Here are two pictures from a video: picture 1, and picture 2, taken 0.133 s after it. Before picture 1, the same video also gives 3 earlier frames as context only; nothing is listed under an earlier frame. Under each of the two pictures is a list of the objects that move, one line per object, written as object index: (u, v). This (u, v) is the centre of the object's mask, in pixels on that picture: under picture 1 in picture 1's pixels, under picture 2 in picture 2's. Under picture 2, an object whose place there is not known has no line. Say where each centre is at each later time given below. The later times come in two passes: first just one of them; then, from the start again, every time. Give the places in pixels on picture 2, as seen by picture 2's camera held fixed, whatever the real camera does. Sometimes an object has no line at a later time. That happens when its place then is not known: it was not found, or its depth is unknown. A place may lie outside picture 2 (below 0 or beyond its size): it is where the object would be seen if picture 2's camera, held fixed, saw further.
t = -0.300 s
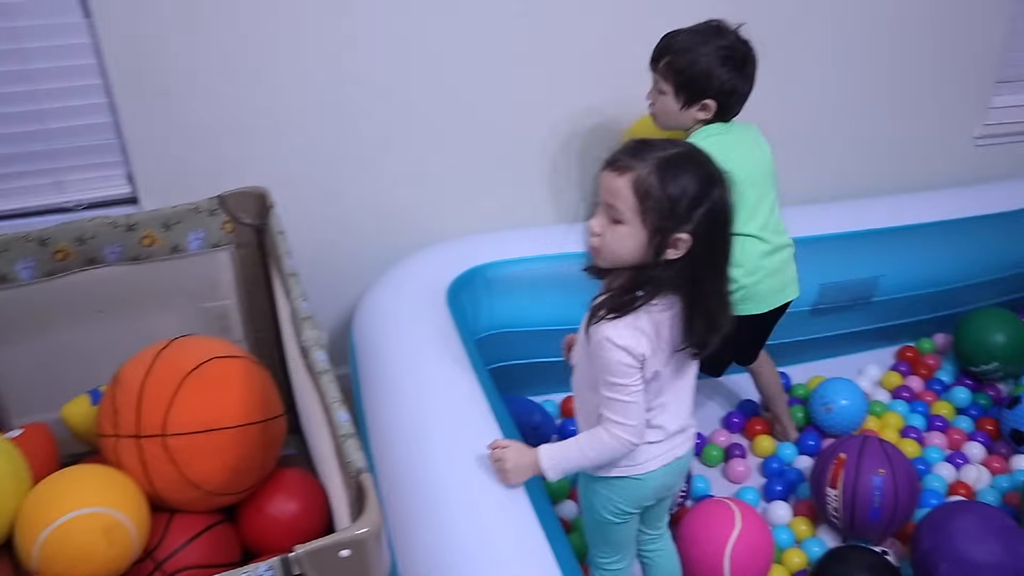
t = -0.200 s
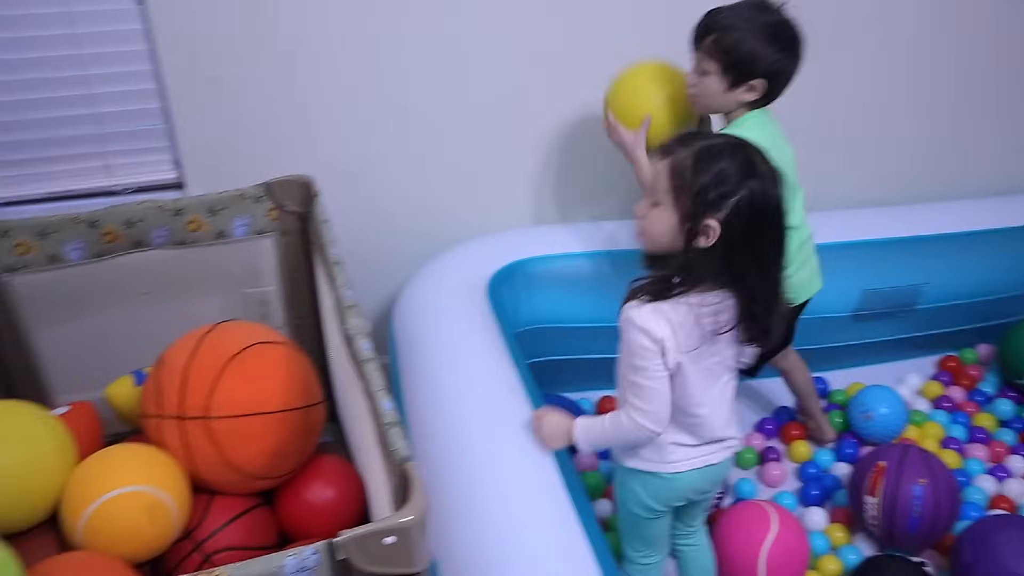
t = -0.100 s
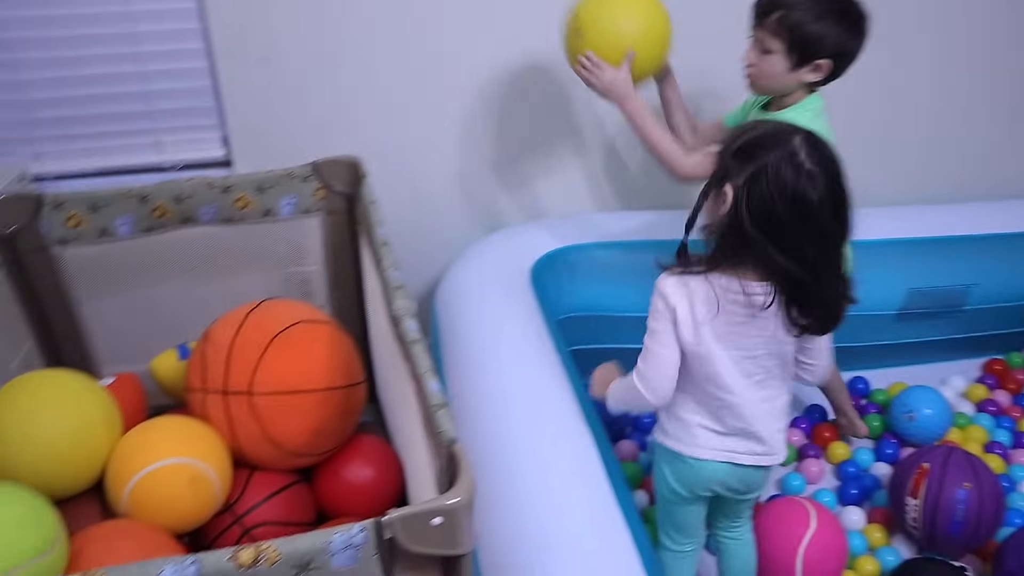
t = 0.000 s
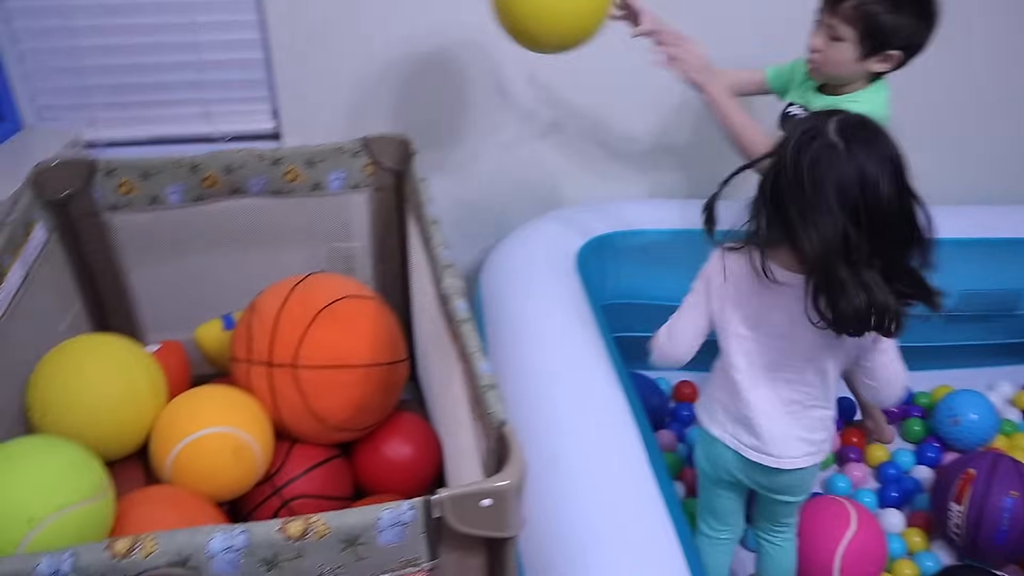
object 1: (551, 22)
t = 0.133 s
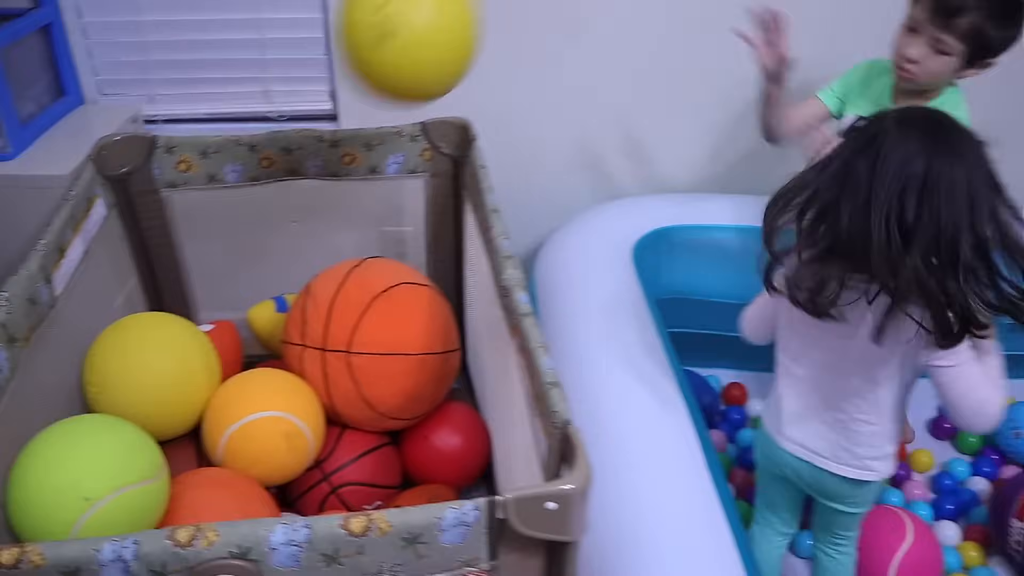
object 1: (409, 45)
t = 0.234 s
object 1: (231, 167)
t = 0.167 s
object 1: (350, 66)
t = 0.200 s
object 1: (290, 111)
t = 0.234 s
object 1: (231, 167)
